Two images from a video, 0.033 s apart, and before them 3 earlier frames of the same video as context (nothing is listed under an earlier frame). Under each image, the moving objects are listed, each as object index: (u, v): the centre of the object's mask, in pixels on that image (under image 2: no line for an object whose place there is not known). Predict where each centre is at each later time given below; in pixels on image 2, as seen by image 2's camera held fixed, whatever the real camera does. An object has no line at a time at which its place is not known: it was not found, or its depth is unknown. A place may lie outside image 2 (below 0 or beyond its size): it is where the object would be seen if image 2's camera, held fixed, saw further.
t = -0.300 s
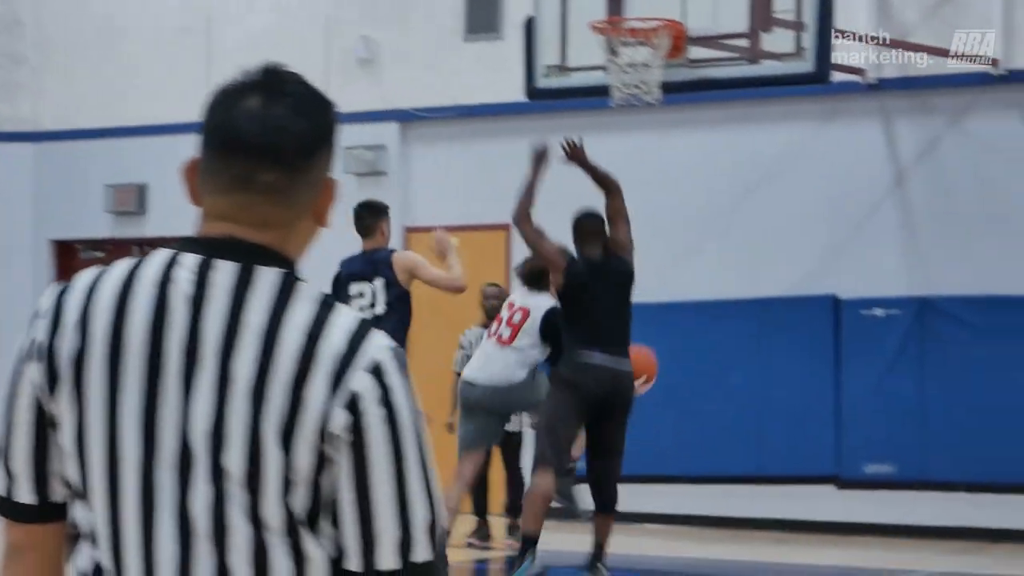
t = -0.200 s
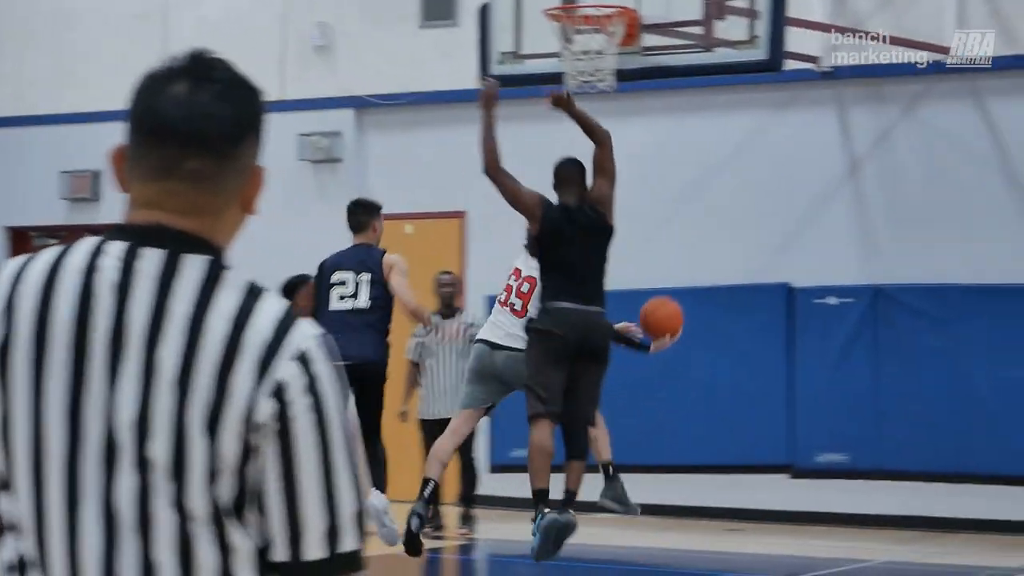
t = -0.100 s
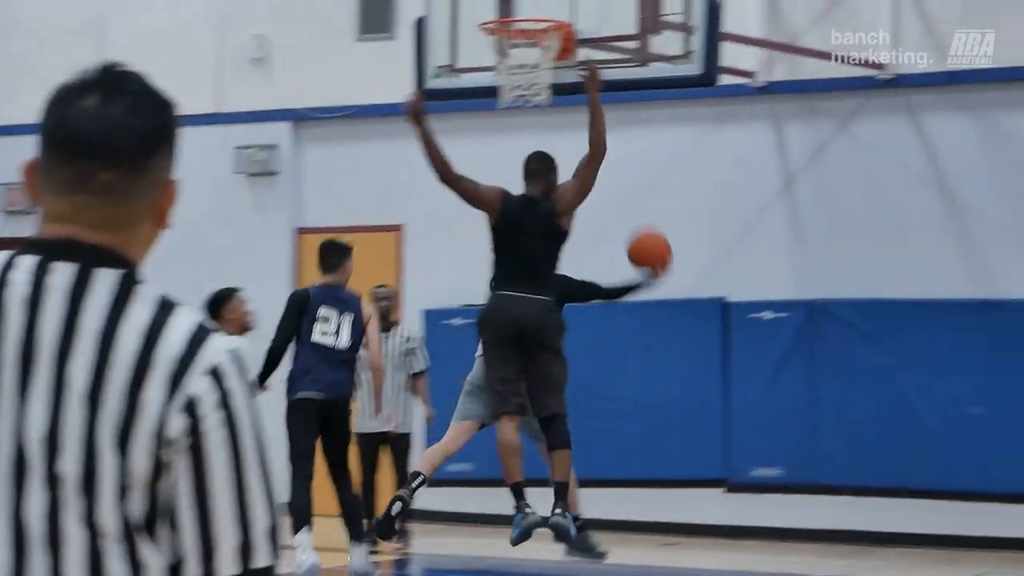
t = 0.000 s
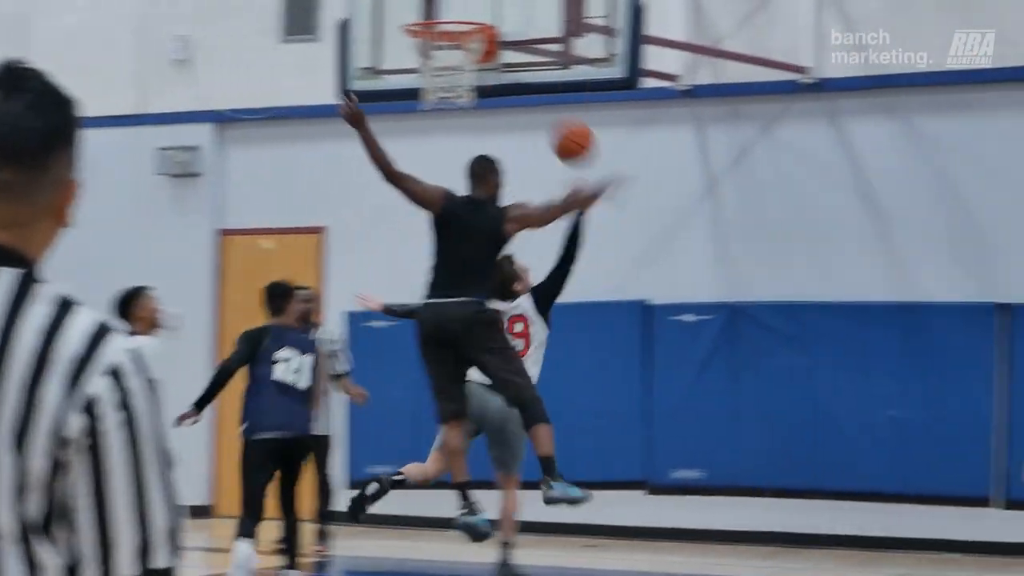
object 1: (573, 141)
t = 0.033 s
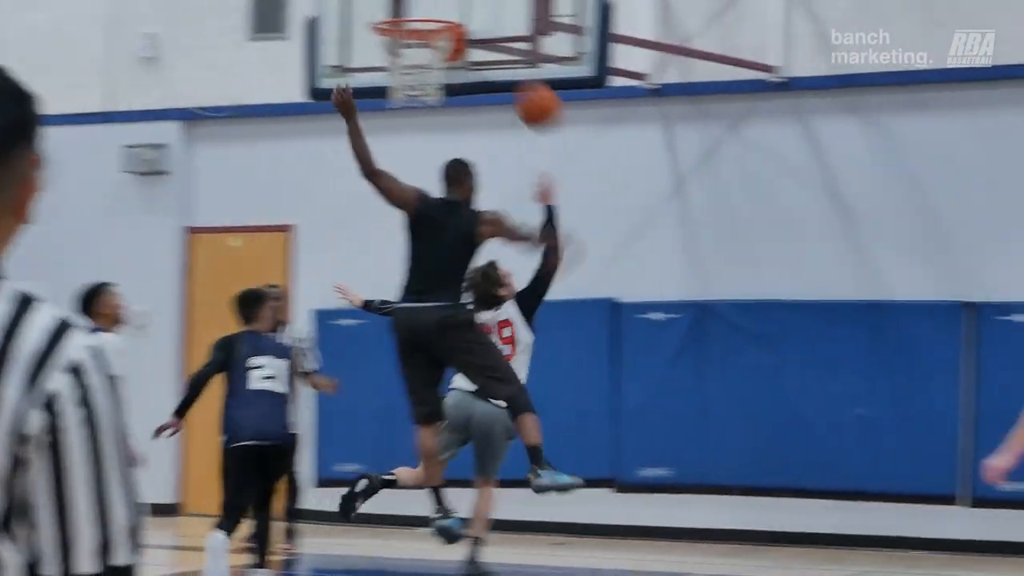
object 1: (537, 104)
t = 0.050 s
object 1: (538, 91)
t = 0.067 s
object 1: (536, 75)
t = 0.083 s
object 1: (534, 66)
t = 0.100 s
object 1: (529, 52)
